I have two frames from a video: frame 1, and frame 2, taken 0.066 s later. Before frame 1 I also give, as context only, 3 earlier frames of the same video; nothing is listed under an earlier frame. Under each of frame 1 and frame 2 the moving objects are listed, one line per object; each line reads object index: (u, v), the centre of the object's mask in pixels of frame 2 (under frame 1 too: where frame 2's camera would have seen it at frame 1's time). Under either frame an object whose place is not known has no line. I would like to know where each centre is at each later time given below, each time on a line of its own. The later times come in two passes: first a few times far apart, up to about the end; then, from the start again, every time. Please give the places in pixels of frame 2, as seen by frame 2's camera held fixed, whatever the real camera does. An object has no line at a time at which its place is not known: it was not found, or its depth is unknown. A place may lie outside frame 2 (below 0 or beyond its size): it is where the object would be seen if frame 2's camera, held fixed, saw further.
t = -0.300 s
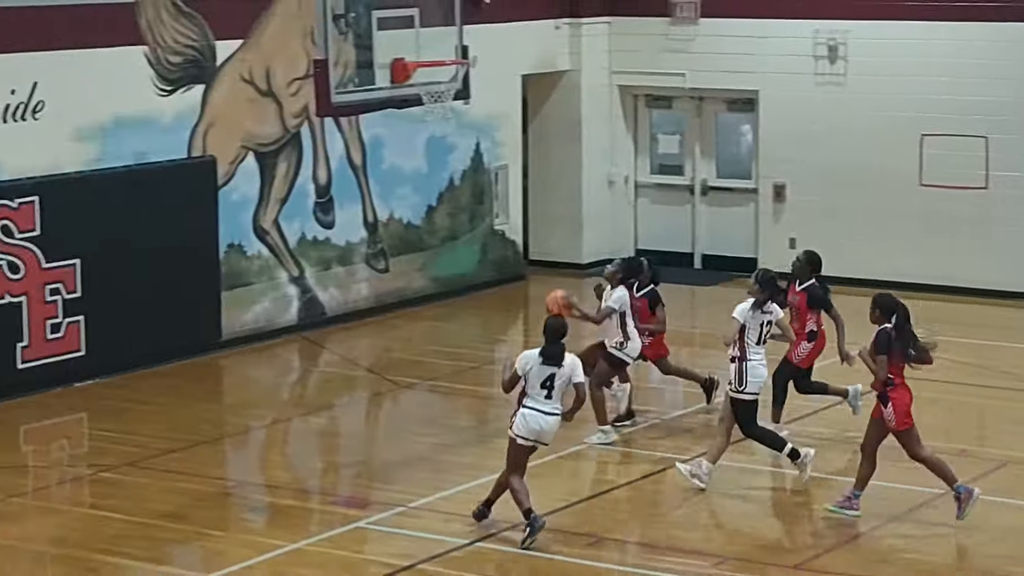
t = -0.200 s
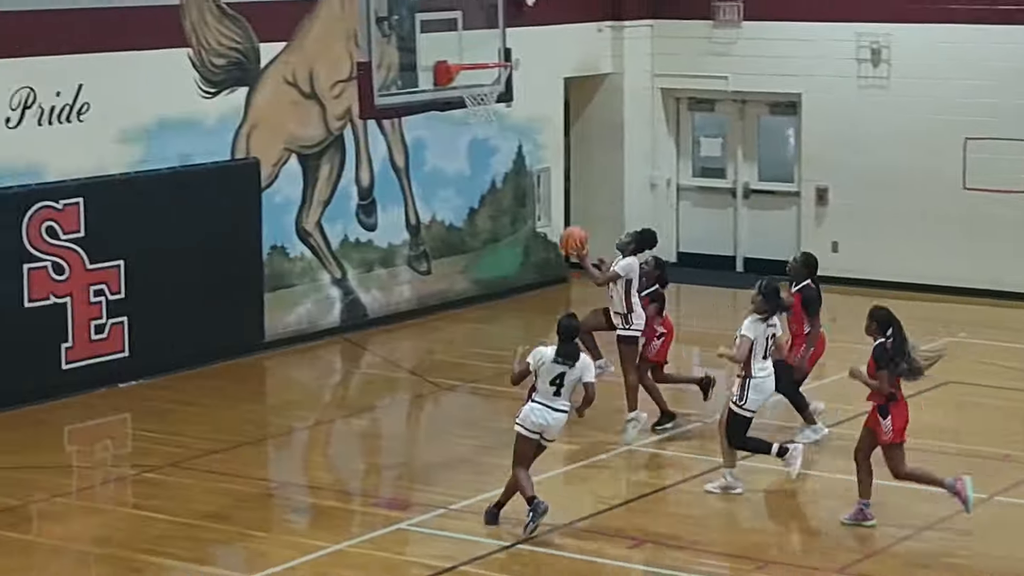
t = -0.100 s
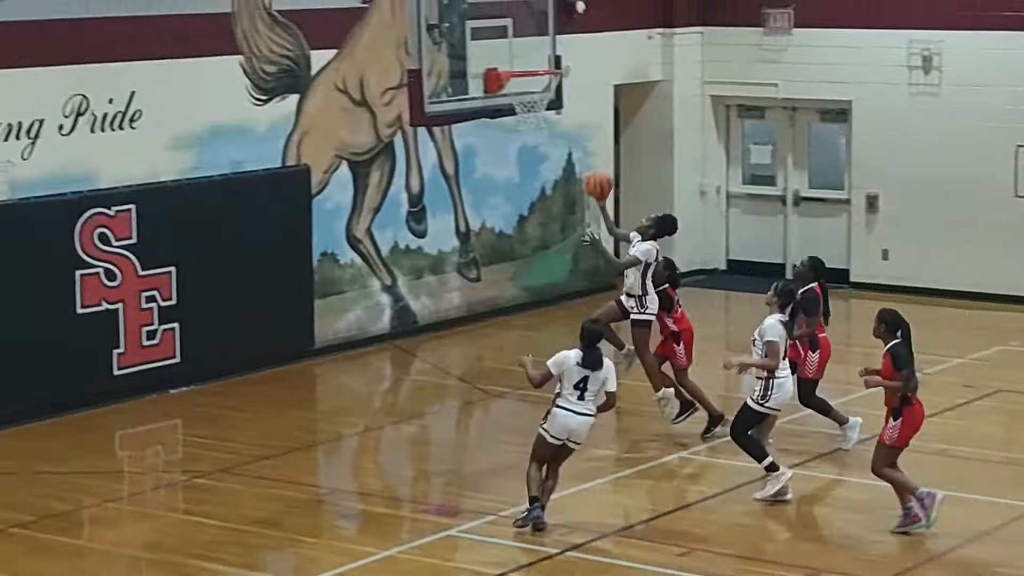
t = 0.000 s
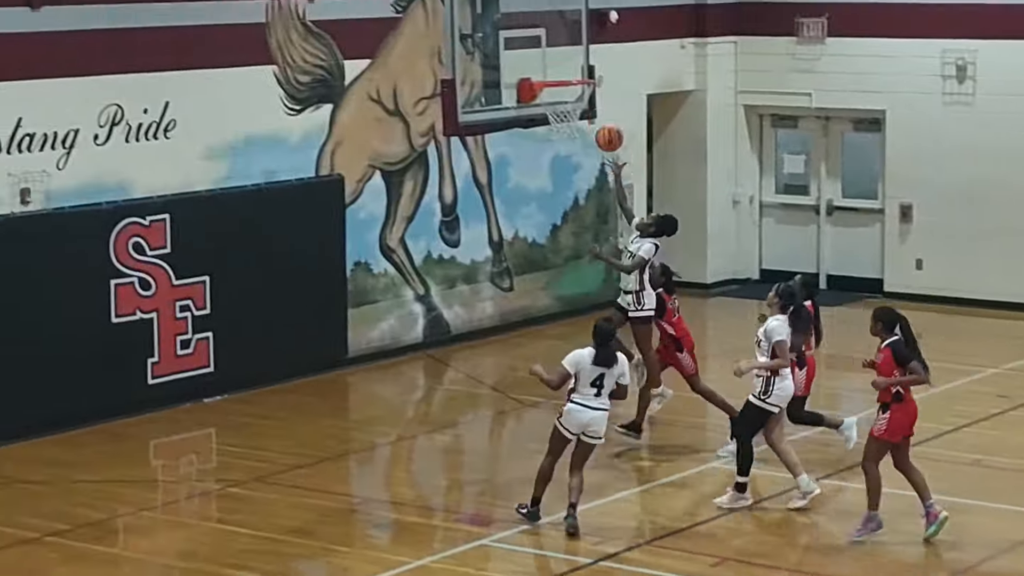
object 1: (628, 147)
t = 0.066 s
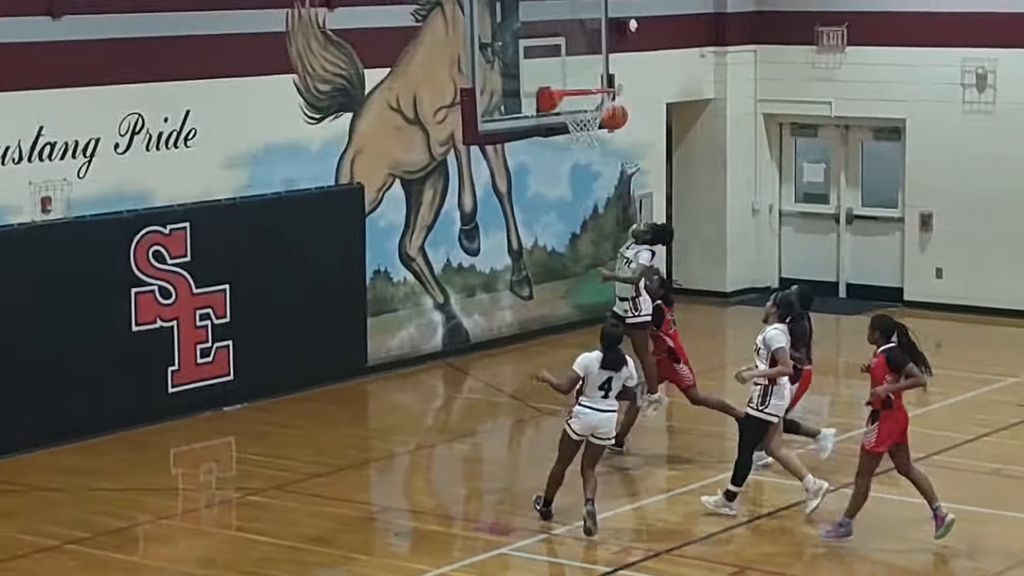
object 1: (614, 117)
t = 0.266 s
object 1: (578, 58)
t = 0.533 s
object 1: (590, 73)
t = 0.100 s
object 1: (607, 104)
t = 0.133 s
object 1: (598, 89)
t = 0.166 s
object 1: (592, 77)
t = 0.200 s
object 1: (584, 71)
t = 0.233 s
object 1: (578, 63)
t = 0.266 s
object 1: (578, 58)
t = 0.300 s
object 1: (580, 54)
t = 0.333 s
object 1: (581, 53)
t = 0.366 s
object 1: (583, 53)
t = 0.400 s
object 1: (584, 54)
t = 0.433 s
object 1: (586, 57)
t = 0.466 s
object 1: (588, 60)
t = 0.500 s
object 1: (589, 66)
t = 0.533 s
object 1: (590, 73)
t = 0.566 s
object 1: (592, 79)
